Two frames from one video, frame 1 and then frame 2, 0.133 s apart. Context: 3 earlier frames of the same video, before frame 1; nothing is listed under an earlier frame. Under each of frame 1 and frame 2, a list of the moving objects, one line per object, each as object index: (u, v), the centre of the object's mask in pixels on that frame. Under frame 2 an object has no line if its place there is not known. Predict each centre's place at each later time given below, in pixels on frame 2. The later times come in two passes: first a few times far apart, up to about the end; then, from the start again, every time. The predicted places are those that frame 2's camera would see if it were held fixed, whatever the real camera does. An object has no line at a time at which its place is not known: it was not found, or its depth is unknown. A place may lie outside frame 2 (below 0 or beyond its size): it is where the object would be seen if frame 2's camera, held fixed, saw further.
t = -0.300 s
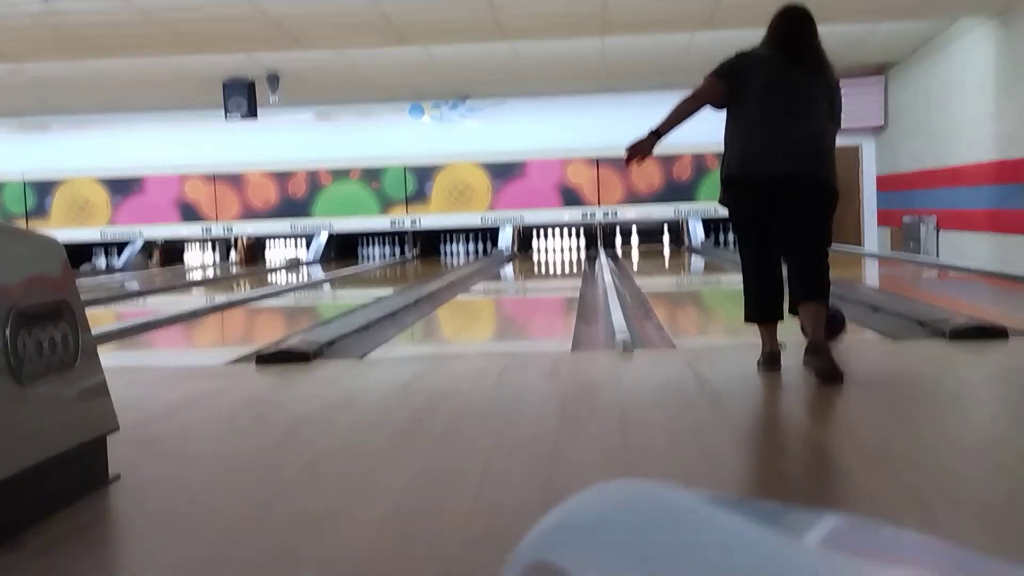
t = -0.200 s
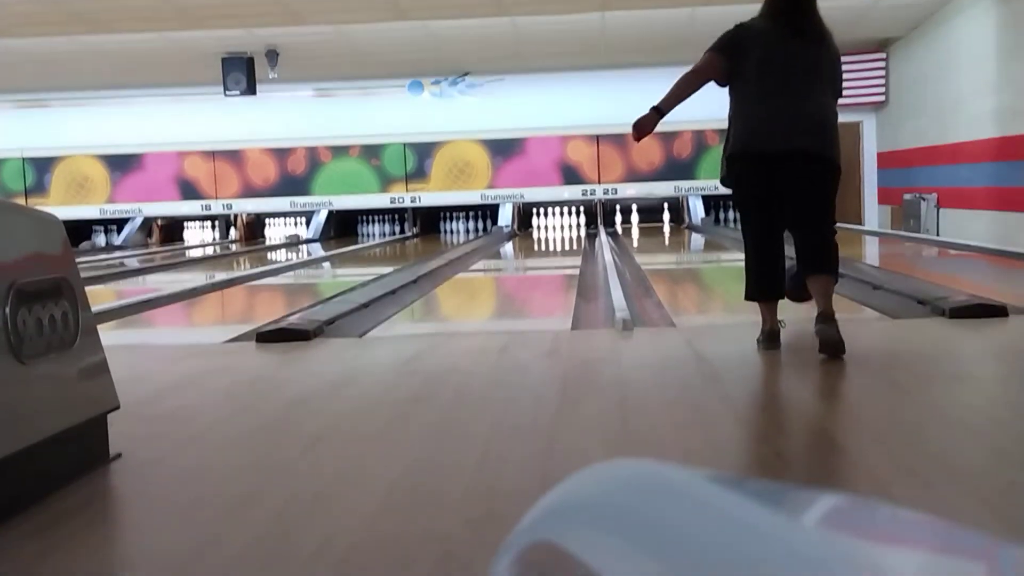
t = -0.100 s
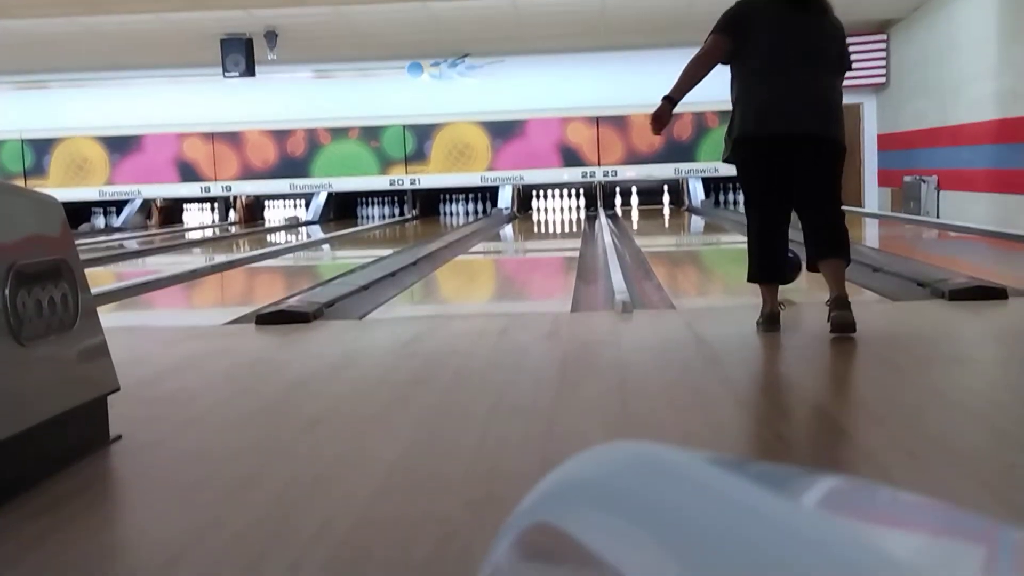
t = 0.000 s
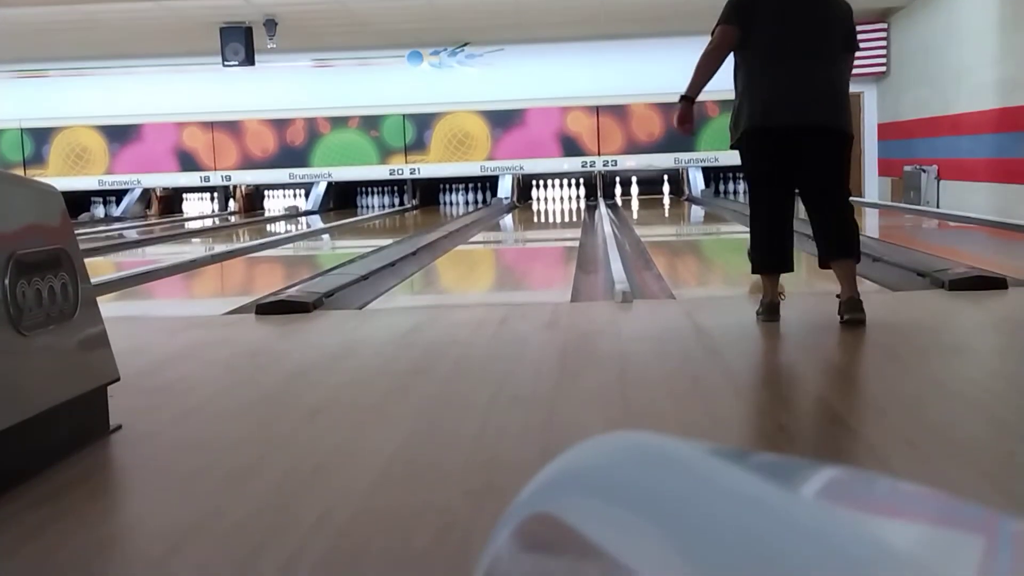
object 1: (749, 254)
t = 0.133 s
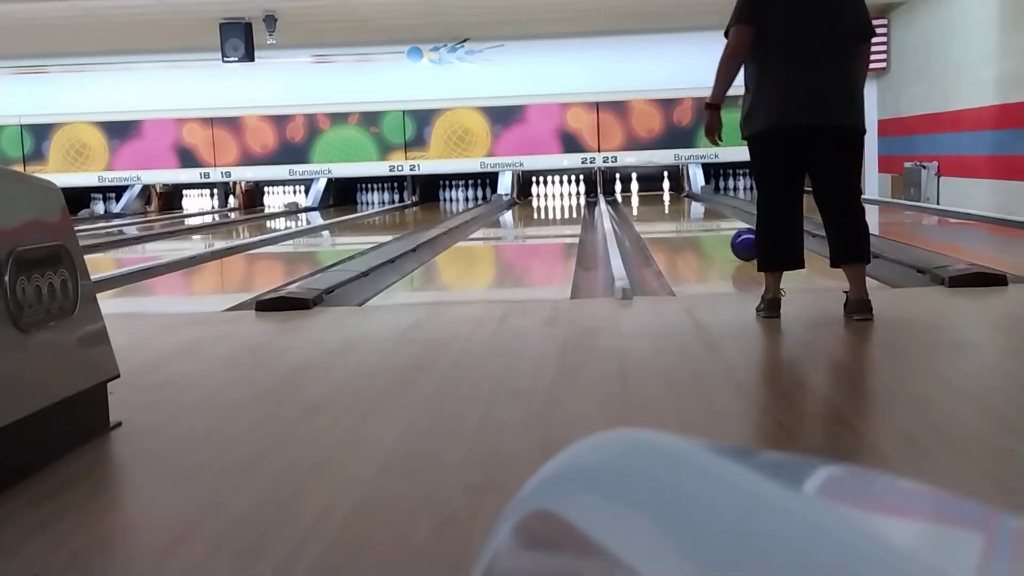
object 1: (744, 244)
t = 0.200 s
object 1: (739, 241)
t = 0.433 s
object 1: (715, 231)
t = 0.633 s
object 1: (699, 224)
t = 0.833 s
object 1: (686, 220)
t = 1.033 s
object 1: (675, 215)
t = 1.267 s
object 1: (663, 211)
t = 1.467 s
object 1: (655, 208)
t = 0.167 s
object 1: (743, 242)
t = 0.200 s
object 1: (739, 241)
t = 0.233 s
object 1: (735, 239)
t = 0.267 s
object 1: (732, 238)
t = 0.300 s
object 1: (728, 236)
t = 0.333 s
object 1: (725, 235)
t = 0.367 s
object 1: (721, 234)
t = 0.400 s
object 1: (718, 232)
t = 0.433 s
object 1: (715, 231)
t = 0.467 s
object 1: (712, 230)
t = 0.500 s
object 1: (709, 229)
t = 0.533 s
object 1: (707, 228)
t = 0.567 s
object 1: (704, 227)
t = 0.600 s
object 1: (702, 226)
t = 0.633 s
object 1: (699, 224)
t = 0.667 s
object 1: (697, 224)
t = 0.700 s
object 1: (695, 222)
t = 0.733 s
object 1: (692, 222)
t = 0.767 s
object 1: (690, 221)
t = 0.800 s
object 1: (688, 220)
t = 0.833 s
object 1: (686, 220)
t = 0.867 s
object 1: (684, 219)
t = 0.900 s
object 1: (682, 218)
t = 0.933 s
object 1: (680, 218)
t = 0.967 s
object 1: (678, 217)
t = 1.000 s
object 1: (676, 216)
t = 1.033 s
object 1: (675, 215)
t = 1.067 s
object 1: (673, 215)
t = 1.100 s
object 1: (671, 214)
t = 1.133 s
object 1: (669, 213)
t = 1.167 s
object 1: (668, 213)
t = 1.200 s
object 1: (666, 212)
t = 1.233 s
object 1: (665, 211)
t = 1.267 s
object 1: (663, 211)
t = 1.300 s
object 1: (662, 210)
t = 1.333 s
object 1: (660, 210)
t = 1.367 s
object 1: (659, 209)
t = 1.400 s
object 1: (657, 209)
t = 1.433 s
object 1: (656, 209)
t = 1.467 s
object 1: (655, 208)
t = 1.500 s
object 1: (653, 208)
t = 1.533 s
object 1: (652, 207)
